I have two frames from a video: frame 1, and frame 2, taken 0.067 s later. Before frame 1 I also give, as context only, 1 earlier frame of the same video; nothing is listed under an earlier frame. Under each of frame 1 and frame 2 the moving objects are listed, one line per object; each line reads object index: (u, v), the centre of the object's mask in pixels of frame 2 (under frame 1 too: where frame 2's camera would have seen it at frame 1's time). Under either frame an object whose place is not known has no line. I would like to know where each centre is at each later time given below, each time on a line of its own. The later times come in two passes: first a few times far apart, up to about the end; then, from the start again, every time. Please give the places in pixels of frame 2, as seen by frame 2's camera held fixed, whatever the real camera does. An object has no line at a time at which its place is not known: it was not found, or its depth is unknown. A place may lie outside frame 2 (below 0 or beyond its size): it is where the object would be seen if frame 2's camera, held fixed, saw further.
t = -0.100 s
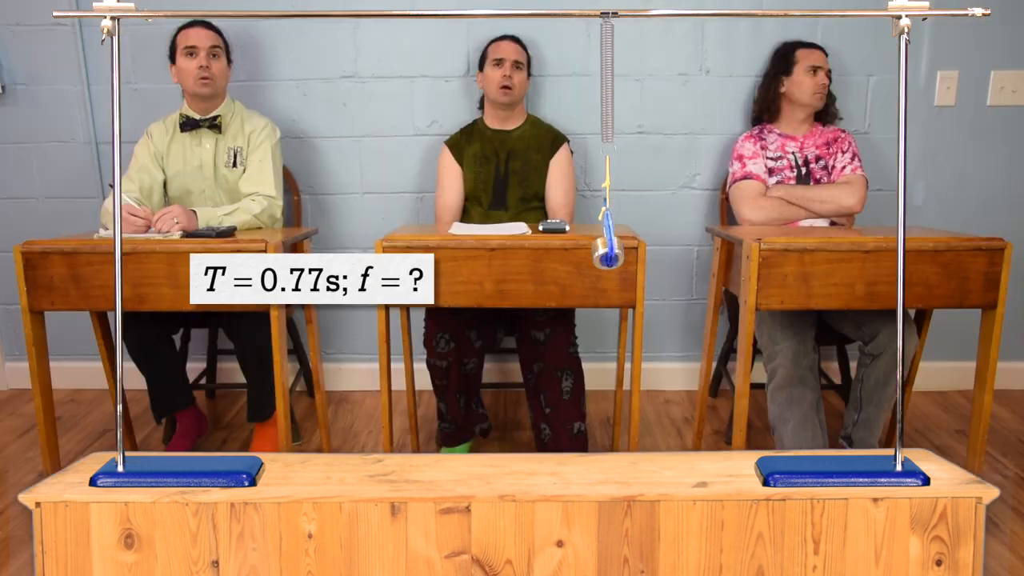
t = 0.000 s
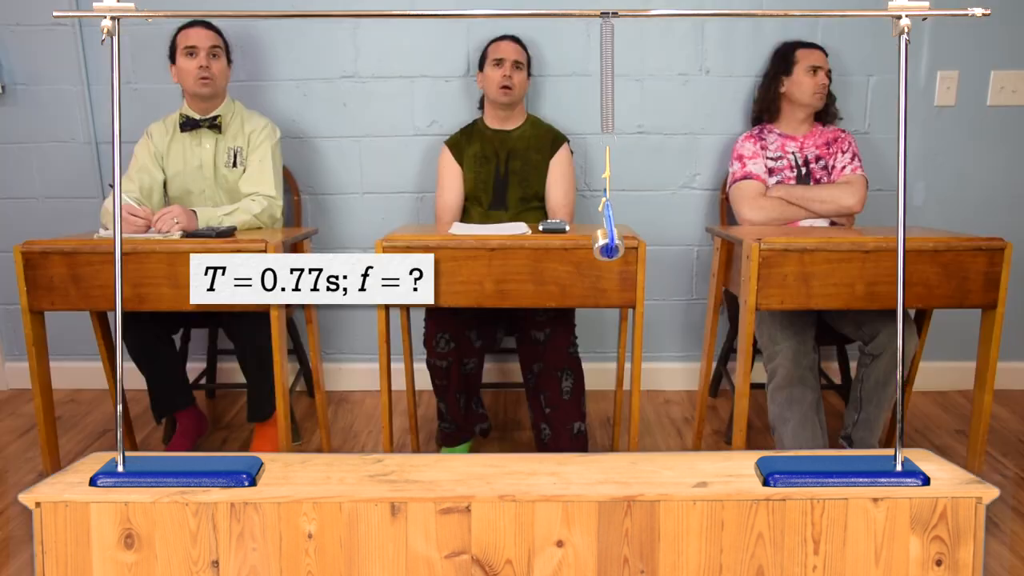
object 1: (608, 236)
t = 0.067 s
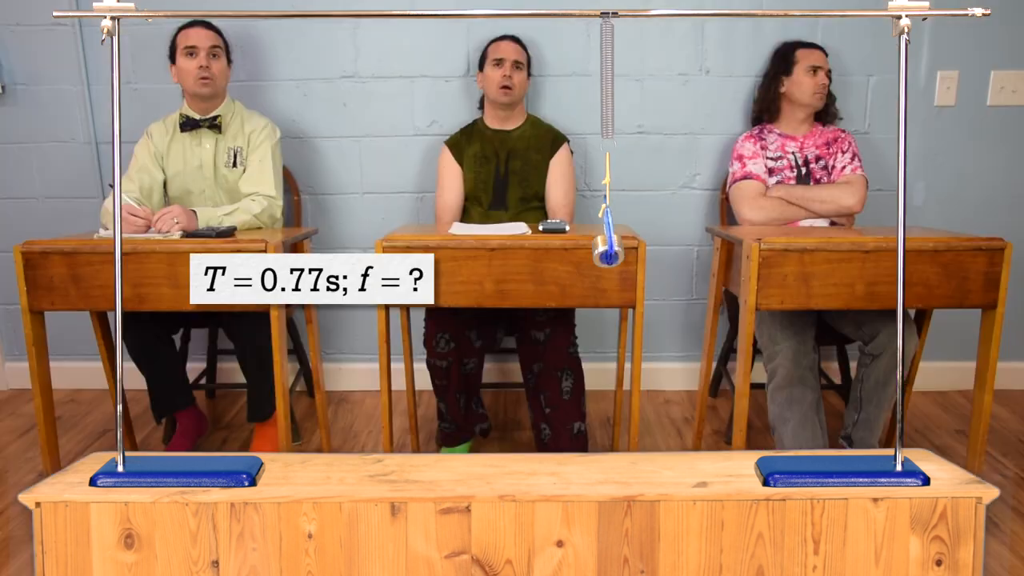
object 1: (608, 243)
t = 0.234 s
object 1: (606, 293)
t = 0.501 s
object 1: (606, 291)
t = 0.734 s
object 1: (608, 237)
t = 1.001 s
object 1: (606, 292)
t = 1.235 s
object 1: (606, 298)
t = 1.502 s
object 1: (608, 237)
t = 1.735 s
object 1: (606, 283)
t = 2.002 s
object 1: (606, 299)
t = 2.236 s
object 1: (608, 240)
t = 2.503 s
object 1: (606, 283)
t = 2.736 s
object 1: (606, 305)
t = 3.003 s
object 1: (608, 240)
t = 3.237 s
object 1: (607, 269)
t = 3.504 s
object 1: (606, 305)
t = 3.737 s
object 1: (608, 246)
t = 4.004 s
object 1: (607, 268)
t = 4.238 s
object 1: (605, 310)
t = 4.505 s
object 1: (608, 246)
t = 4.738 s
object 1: (607, 259)
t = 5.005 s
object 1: (605, 309)
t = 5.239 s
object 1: (607, 253)
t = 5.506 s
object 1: (607, 259)
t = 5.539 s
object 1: (607, 268)
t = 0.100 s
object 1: (607, 250)
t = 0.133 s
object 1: (607, 259)
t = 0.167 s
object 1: (607, 268)
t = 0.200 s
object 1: (606, 283)
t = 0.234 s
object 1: (606, 293)
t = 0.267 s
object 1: (606, 300)
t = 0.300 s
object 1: (605, 307)
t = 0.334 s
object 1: (605, 310)
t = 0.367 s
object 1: (605, 311)
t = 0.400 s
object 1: (605, 310)
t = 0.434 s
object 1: (606, 305)
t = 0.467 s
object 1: (606, 299)
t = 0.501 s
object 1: (606, 291)
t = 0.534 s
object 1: (607, 282)
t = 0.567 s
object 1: (607, 271)
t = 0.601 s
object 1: (607, 262)
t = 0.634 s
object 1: (607, 253)
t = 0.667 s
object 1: (608, 246)
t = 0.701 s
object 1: (608, 240)
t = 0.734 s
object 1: (608, 237)
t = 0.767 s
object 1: (608, 237)
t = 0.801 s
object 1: (608, 238)
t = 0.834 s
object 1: (608, 243)
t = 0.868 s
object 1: (607, 250)
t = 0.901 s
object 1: (607, 259)
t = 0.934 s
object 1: (607, 268)
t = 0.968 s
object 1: (606, 283)
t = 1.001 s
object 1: (606, 292)
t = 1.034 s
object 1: (606, 300)
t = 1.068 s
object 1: (605, 306)
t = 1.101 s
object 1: (605, 310)
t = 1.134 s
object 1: (605, 311)
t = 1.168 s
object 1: (605, 309)
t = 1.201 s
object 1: (606, 305)
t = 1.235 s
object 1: (606, 298)
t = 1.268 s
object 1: (606, 290)
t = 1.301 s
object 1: (607, 282)
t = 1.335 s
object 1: (607, 271)
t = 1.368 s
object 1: (607, 262)
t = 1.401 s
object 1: (607, 253)
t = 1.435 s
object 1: (608, 246)
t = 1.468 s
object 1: (608, 240)
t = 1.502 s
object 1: (608, 237)
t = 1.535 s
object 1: (608, 236)
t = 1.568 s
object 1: (608, 239)
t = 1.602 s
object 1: (607, 243)
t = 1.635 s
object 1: (607, 250)
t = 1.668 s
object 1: (607, 259)
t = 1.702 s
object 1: (607, 268)
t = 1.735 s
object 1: (606, 283)
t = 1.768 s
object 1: (606, 292)
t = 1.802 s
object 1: (606, 301)
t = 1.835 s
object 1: (605, 306)
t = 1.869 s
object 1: (605, 310)
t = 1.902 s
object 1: (605, 311)
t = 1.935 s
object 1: (605, 310)
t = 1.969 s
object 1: (606, 305)
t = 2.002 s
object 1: (606, 299)
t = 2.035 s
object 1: (606, 291)
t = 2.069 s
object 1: (607, 281)
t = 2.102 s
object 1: (607, 272)
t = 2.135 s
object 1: (607, 262)
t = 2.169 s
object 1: (607, 253)
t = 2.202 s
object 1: (608, 245)
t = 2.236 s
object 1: (608, 240)
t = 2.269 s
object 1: (608, 237)
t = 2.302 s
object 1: (608, 236)
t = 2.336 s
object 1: (608, 238)
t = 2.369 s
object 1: (608, 243)
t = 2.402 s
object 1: (607, 250)
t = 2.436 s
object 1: (607, 259)
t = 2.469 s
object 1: (607, 268)
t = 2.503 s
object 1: (606, 283)
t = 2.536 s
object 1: (606, 292)
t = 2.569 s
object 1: (606, 300)
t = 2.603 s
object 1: (605, 307)
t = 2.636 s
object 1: (605, 310)
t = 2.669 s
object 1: (605, 311)
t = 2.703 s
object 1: (605, 310)
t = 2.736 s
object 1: (606, 305)
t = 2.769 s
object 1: (606, 299)
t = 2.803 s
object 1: (606, 291)
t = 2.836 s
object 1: (607, 281)
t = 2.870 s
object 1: (607, 272)
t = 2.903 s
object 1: (607, 262)
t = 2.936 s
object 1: (607, 253)
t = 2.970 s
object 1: (608, 245)
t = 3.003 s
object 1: (608, 240)
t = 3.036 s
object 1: (608, 237)
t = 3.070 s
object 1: (608, 236)
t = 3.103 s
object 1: (608, 238)
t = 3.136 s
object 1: (608, 243)
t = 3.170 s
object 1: (607, 250)
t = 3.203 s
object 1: (607, 259)
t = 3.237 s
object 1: (607, 269)
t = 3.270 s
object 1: (606, 284)
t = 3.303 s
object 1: (606, 292)
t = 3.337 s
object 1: (606, 300)
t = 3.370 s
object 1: (605, 306)
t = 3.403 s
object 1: (605, 310)
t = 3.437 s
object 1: (605, 311)
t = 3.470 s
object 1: (605, 310)
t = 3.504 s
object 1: (606, 305)
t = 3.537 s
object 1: (606, 299)
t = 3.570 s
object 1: (606, 291)
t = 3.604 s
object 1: (607, 281)
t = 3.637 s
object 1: (607, 271)
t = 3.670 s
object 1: (607, 262)
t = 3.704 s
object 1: (607, 253)
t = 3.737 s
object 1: (608, 246)
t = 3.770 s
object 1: (608, 240)
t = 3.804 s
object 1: (608, 237)
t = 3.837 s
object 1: (608, 237)
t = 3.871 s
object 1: (608, 238)
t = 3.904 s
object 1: (608, 243)
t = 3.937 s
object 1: (607, 250)
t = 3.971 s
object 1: (607, 259)
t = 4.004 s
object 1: (607, 268)
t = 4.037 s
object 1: (606, 283)
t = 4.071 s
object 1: (606, 292)
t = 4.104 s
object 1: (606, 300)
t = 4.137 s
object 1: (605, 306)
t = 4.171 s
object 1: (605, 310)
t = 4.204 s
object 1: (605, 311)
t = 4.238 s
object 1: (605, 310)
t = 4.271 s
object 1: (606, 305)
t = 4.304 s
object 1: (606, 299)
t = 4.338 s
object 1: (606, 291)
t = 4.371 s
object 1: (607, 281)
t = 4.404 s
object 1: (607, 272)
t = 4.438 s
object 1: (607, 262)
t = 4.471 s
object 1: (607, 253)
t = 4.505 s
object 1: (608, 246)
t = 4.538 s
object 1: (608, 240)
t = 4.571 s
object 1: (608, 237)
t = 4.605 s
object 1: (608, 236)
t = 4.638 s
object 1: (608, 239)
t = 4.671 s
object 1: (608, 243)
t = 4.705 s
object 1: (607, 250)
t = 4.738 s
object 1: (607, 259)
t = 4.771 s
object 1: (607, 268)
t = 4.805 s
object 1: (606, 283)
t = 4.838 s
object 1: (606, 292)
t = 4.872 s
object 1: (606, 300)
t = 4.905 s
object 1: (605, 306)
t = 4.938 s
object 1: (605, 310)
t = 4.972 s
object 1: (605, 311)
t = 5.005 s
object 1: (605, 309)
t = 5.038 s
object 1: (606, 305)
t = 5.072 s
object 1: (606, 299)
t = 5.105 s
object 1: (606, 290)
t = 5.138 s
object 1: (607, 281)
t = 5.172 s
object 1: (607, 272)
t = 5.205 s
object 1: (607, 262)
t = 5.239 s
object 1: (607, 253)
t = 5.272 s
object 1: (608, 245)
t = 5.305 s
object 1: (608, 240)
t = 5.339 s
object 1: (608, 237)
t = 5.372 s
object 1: (608, 236)
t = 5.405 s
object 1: (608, 238)
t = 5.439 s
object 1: (608, 243)
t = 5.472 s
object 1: (607, 250)
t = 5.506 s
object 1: (607, 259)
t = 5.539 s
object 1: (607, 268)
